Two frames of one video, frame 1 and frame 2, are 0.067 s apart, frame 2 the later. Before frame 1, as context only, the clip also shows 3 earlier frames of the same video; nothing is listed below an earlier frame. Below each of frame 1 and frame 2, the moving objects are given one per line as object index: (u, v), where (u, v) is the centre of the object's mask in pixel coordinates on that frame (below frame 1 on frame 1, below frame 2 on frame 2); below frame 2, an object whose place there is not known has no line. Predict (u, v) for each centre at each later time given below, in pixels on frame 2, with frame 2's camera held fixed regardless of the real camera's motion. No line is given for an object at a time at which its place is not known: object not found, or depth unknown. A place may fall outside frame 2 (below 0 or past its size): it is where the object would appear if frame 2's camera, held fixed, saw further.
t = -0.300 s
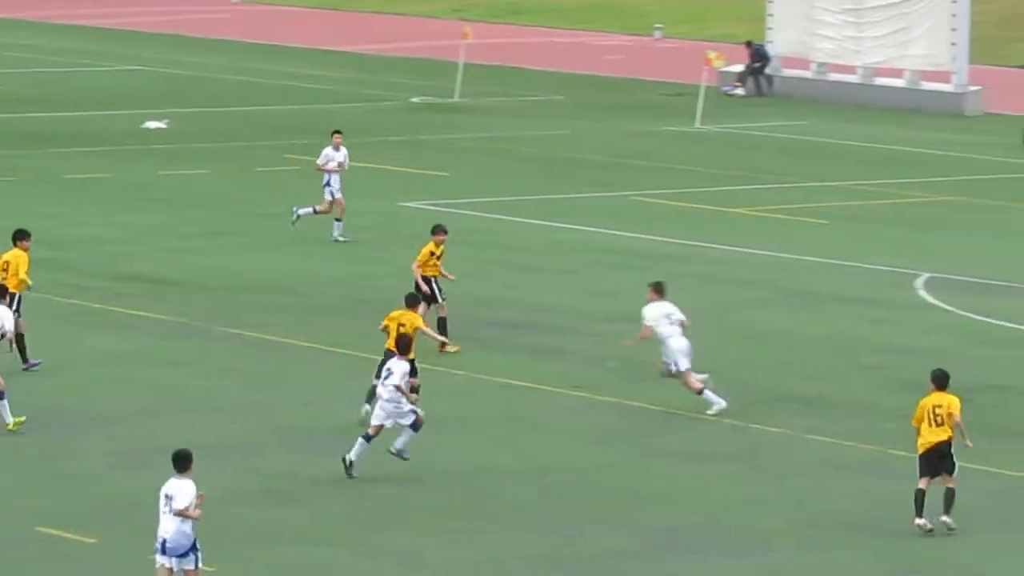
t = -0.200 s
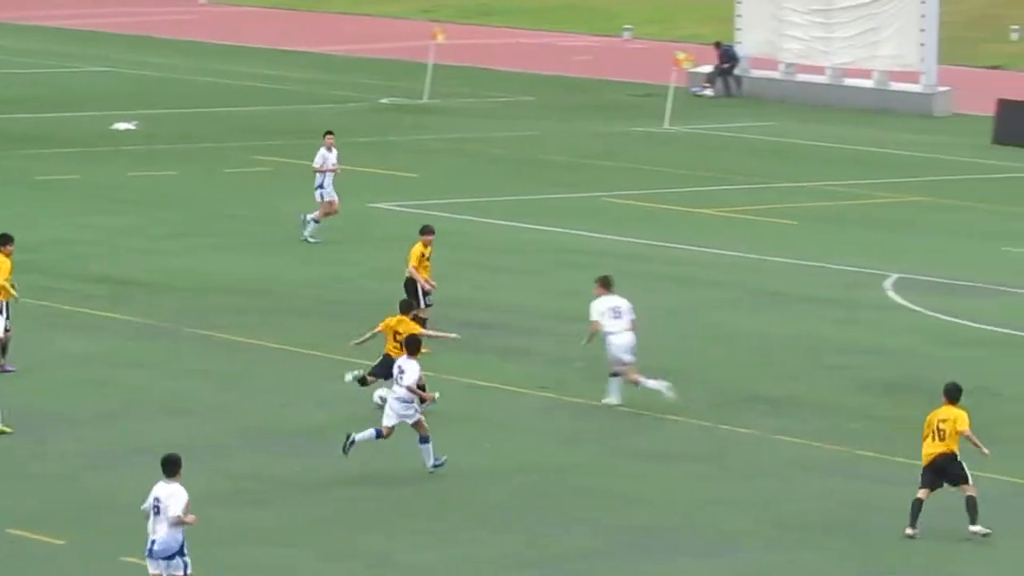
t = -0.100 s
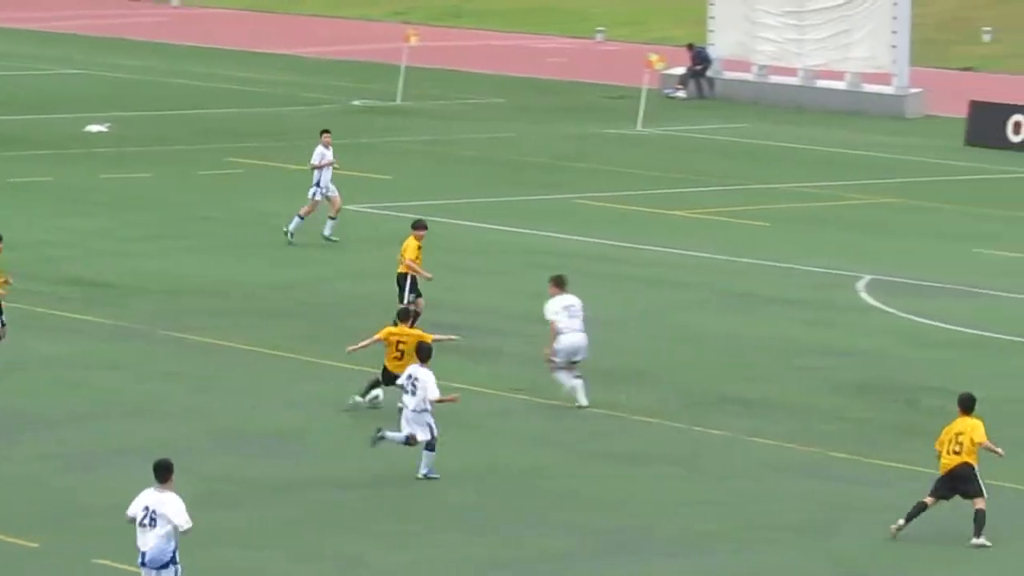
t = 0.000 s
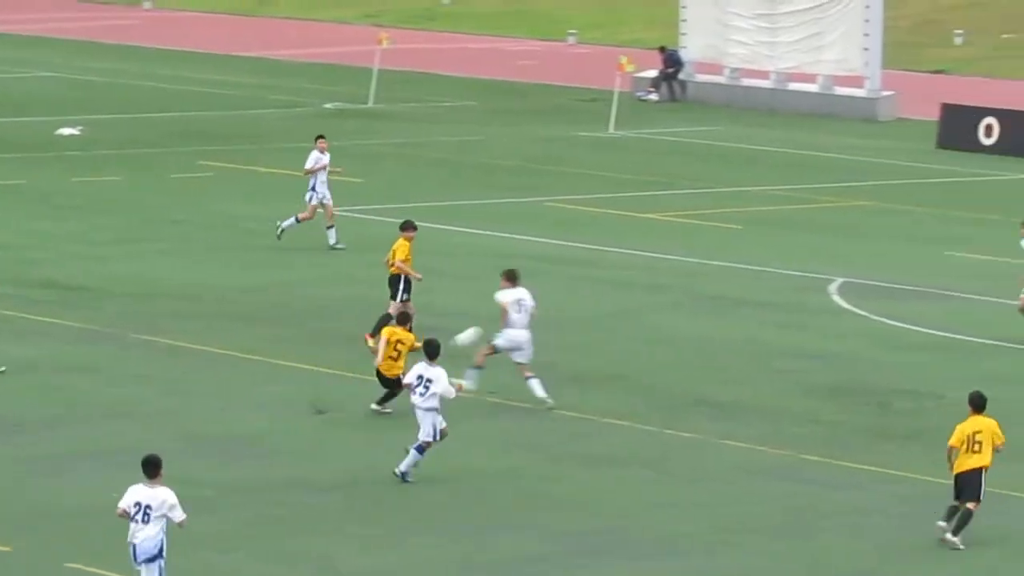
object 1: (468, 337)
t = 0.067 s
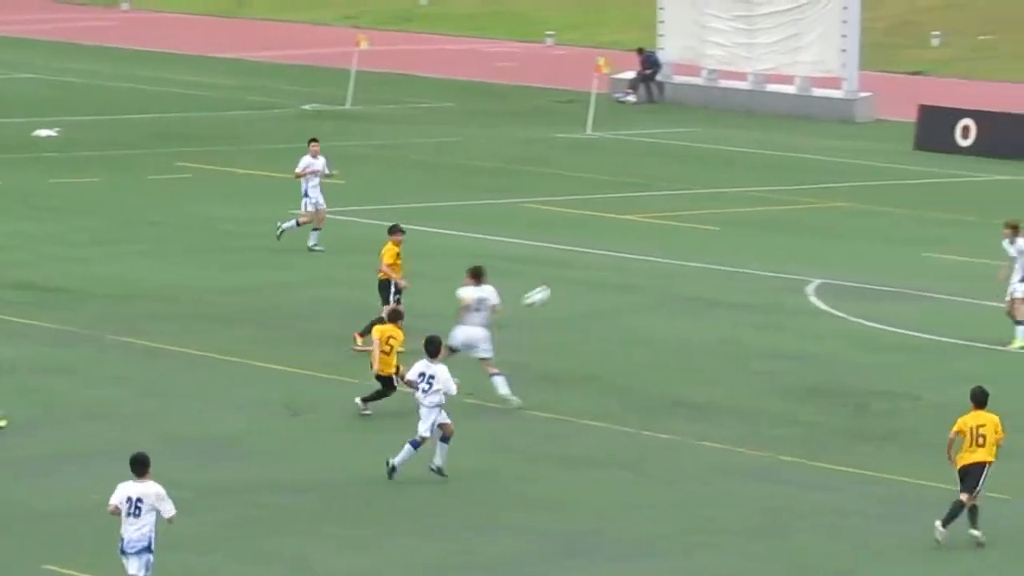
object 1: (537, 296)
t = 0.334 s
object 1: (851, 169)
